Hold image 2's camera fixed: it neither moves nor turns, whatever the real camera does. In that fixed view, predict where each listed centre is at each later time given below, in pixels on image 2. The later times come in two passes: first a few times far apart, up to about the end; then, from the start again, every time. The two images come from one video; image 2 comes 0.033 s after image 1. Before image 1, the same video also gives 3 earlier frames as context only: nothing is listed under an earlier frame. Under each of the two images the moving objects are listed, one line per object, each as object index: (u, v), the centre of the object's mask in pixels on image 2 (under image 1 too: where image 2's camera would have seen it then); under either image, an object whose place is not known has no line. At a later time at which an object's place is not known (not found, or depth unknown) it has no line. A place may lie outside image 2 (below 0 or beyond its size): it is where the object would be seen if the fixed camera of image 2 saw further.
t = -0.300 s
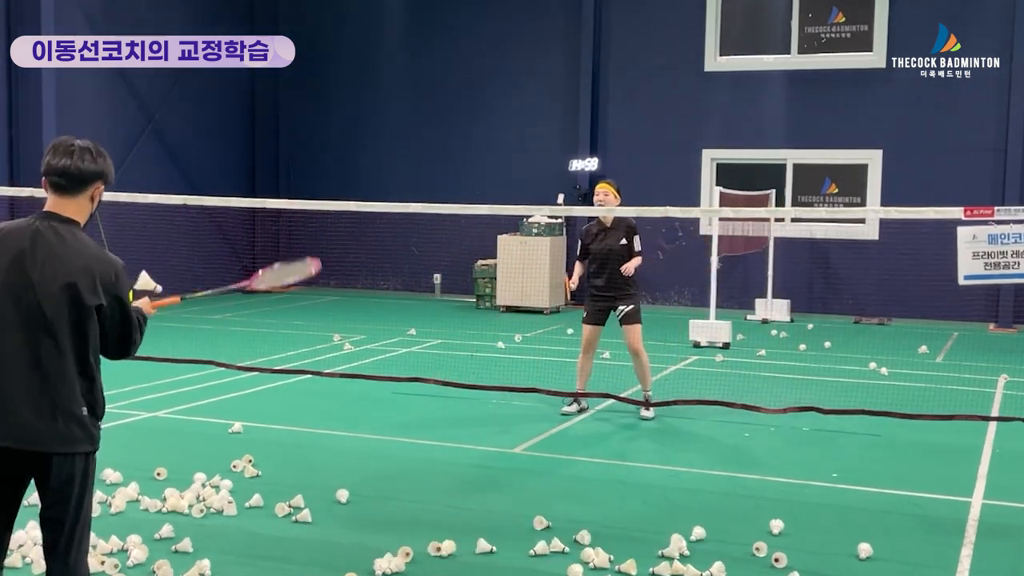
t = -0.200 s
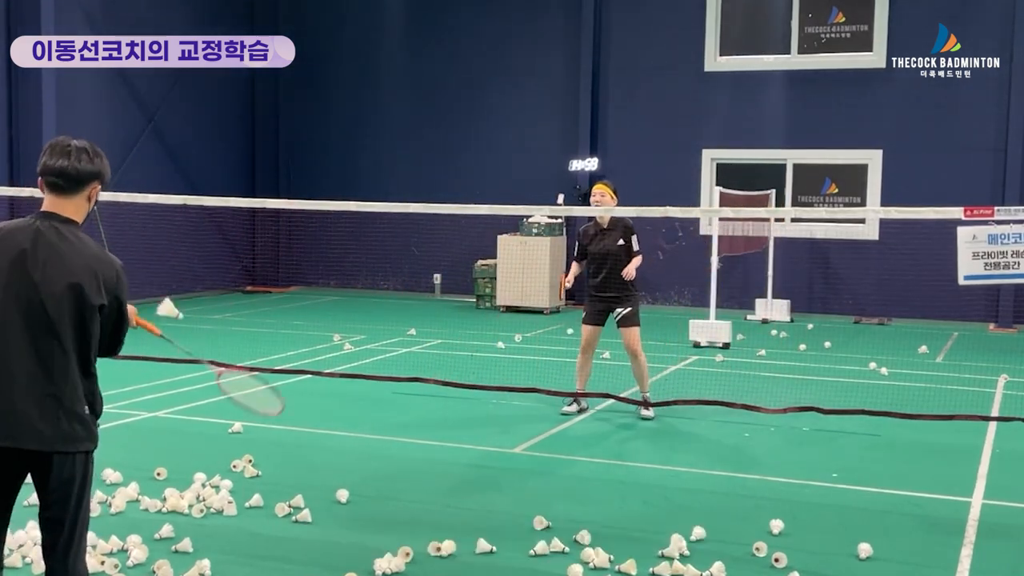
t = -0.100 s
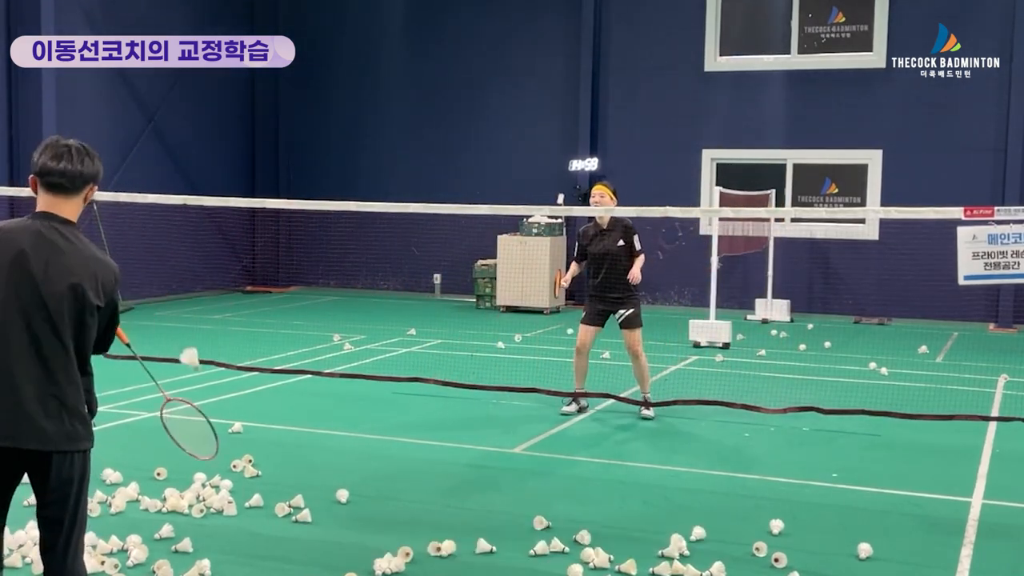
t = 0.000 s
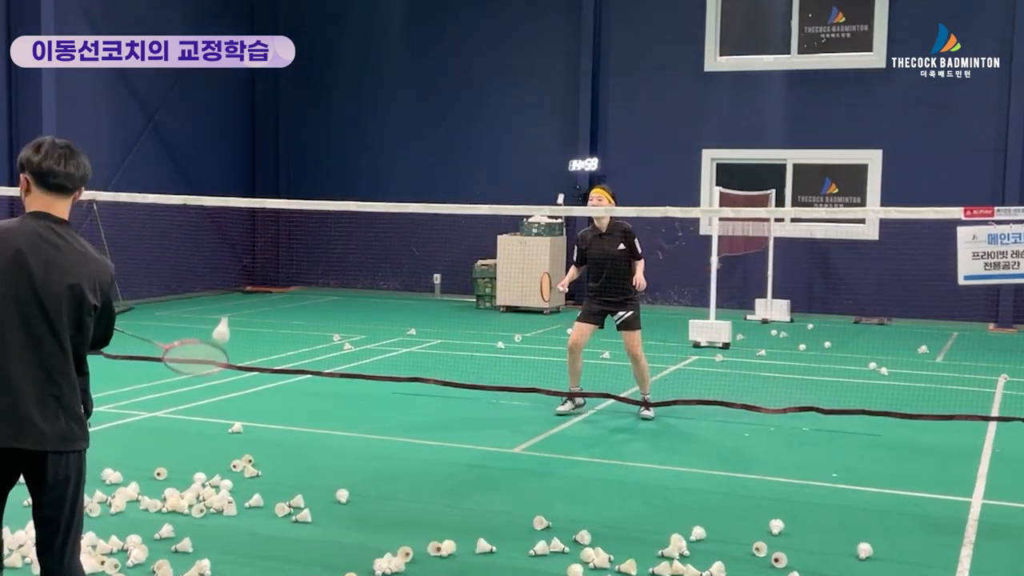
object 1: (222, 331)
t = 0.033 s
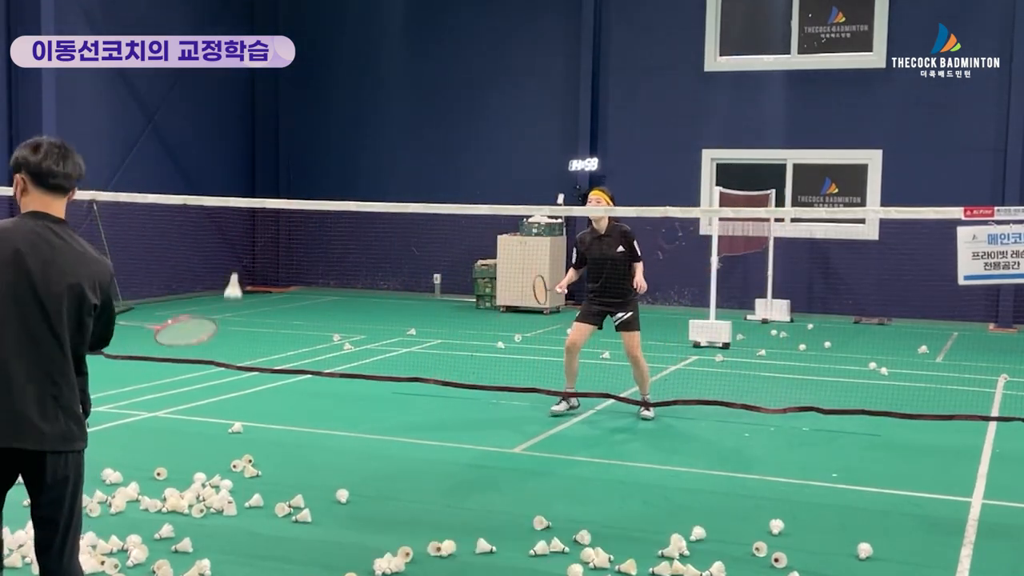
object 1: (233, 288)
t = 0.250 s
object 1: (276, 142)
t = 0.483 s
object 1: (300, 138)
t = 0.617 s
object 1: (311, 177)
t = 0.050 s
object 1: (237, 269)
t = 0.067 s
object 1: (241, 252)
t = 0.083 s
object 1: (244, 236)
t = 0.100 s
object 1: (248, 222)
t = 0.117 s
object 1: (251, 208)
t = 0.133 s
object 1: (255, 193)
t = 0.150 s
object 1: (259, 182)
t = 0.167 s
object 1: (263, 172)
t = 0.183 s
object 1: (266, 164)
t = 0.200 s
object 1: (269, 157)
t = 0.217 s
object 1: (272, 151)
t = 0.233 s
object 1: (274, 146)
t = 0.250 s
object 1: (276, 142)
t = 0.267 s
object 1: (277, 139)
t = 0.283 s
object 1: (279, 136)
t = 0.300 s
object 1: (281, 134)
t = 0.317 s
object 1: (283, 132)
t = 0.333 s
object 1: (284, 130)
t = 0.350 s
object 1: (286, 129)
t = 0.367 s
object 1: (288, 129)
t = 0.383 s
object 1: (289, 129)
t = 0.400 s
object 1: (291, 129)
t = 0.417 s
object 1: (293, 130)
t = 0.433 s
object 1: (295, 131)
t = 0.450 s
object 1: (296, 133)
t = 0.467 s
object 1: (298, 135)
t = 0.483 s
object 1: (300, 138)
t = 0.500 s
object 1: (302, 141)
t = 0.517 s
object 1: (303, 145)
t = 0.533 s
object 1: (304, 150)
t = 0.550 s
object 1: (306, 154)
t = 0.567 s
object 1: (307, 160)
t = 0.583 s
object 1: (308, 165)
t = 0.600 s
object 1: (310, 171)
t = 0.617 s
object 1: (311, 177)
